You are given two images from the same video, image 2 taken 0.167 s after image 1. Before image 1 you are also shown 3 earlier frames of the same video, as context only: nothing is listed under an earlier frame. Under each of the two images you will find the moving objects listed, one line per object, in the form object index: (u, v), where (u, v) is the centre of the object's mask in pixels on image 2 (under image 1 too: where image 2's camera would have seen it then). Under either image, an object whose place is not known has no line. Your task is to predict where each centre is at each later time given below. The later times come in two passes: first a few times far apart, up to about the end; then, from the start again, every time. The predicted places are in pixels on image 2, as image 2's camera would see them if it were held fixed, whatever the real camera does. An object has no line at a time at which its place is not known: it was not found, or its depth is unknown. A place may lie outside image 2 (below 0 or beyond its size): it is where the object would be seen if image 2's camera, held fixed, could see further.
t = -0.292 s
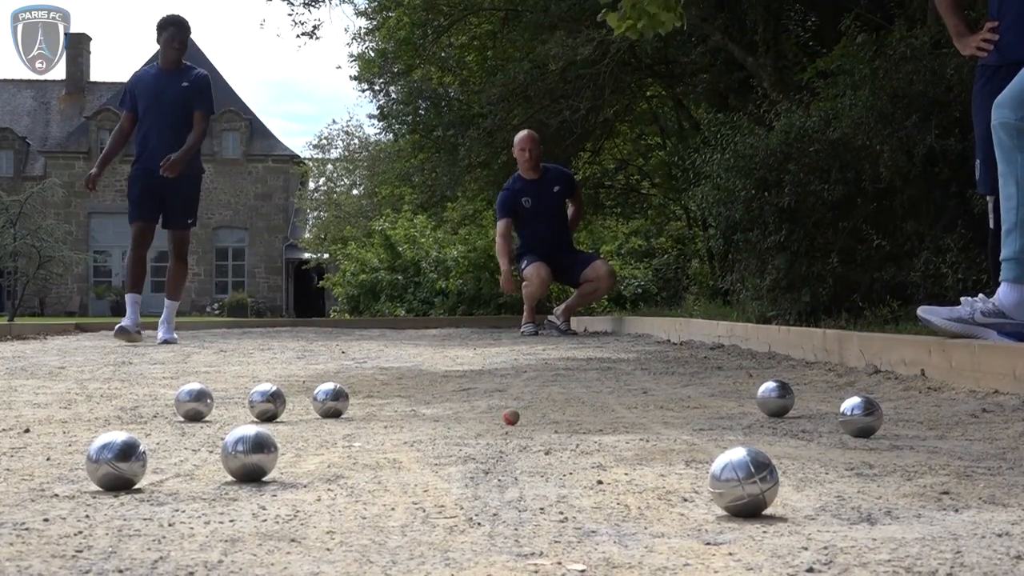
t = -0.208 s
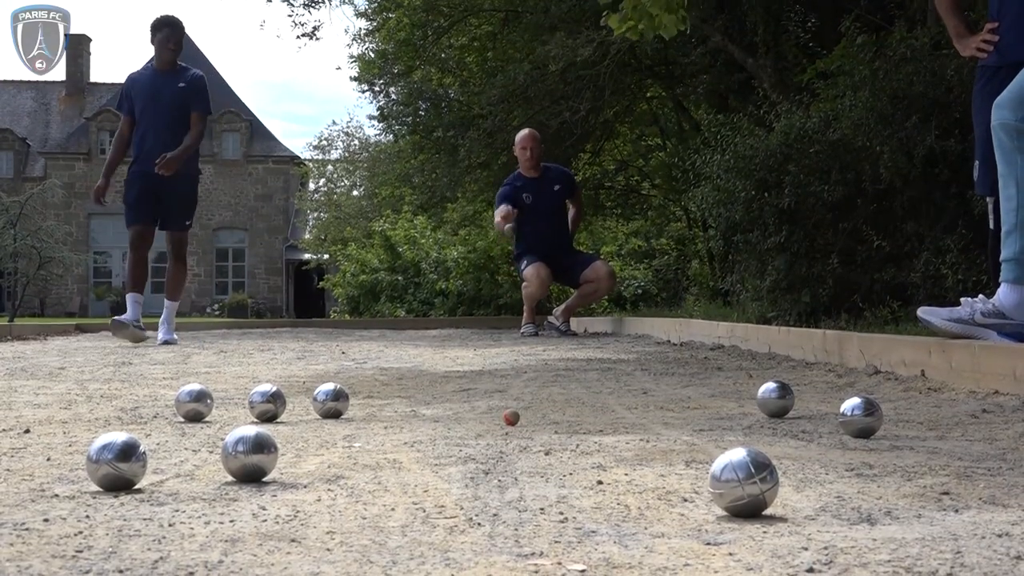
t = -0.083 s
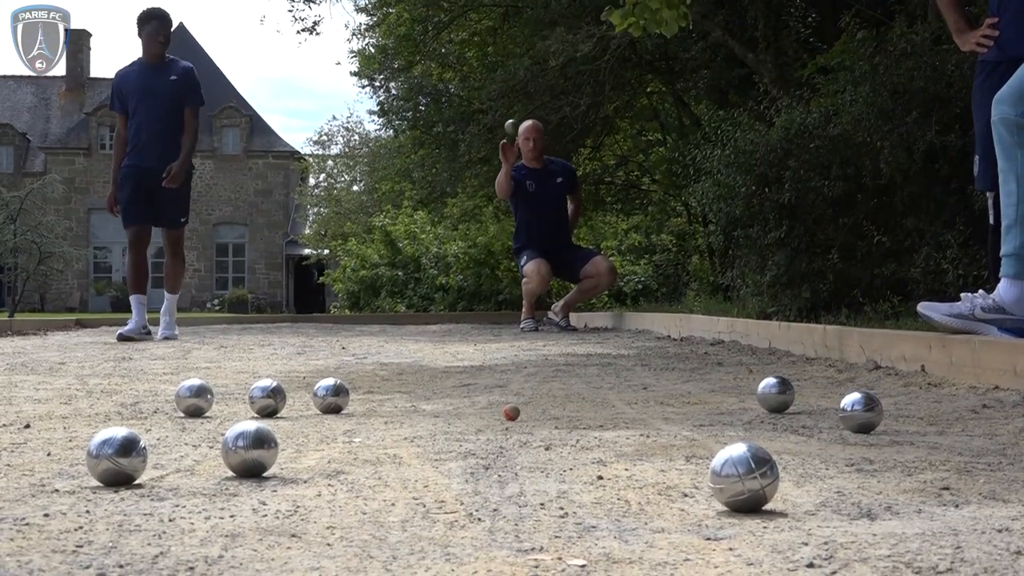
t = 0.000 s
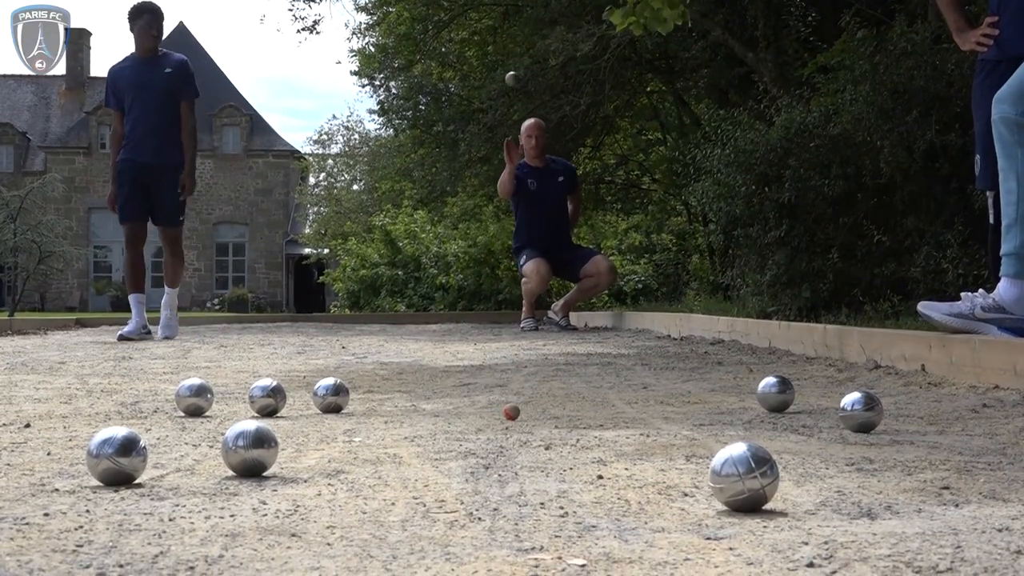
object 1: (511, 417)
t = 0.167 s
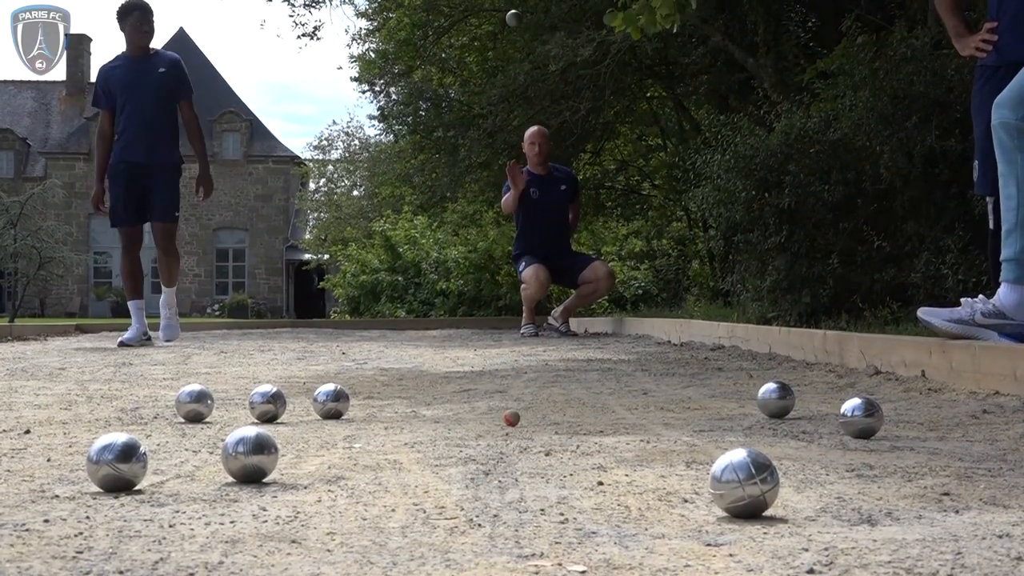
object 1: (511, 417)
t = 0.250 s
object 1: (511, 417)
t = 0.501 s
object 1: (511, 417)
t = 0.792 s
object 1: (511, 418)
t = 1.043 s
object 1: (511, 417)
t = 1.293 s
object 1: (511, 417)
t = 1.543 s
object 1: (511, 417)
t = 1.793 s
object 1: (511, 418)
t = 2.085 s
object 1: (511, 417)
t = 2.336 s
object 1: (511, 417)
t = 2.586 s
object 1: (478, 422)
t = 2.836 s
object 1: (450, 427)
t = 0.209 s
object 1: (511, 417)
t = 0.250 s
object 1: (511, 417)
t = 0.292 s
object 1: (511, 417)
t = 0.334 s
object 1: (511, 417)
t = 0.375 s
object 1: (511, 417)
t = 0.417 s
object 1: (511, 417)
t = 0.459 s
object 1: (511, 418)
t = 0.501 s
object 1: (511, 417)
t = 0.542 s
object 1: (511, 417)
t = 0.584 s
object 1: (511, 417)
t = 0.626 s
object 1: (511, 417)
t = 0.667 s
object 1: (511, 417)
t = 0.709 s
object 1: (511, 417)
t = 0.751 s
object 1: (511, 417)
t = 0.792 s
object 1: (511, 418)
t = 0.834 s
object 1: (511, 417)
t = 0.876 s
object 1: (511, 417)
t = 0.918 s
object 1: (511, 417)
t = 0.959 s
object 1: (511, 417)
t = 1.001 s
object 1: (511, 417)
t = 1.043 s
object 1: (511, 417)
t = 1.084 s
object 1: (511, 417)
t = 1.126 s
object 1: (511, 417)
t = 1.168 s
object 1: (511, 418)
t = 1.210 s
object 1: (511, 417)
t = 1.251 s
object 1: (511, 417)
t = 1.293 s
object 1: (511, 417)
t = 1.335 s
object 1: (511, 417)
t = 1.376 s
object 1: (511, 417)
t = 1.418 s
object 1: (511, 417)
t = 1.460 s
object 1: (511, 417)
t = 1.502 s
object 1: (511, 417)
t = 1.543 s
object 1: (511, 417)
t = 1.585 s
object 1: (511, 417)
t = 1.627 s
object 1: (511, 417)
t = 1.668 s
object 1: (511, 418)
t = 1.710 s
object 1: (511, 417)
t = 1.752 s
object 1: (511, 417)
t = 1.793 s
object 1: (511, 418)
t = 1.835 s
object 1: (511, 418)
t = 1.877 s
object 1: (511, 417)
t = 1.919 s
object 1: (511, 417)
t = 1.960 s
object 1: (511, 417)
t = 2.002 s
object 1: (511, 417)
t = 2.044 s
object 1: (511, 417)
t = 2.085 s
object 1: (511, 417)
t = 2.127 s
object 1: (511, 417)
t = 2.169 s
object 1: (511, 418)
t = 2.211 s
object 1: (511, 417)
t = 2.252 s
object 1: (511, 417)
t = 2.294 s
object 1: (511, 417)
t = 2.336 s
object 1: (511, 417)
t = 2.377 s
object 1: (510, 418)
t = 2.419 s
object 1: (502, 418)
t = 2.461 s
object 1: (495, 420)
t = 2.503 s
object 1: (488, 421)
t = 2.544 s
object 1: (483, 421)
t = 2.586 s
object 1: (478, 422)
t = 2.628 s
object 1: (474, 422)
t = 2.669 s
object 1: (470, 424)
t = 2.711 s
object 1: (466, 425)
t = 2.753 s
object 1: (461, 426)
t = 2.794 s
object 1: (454, 427)
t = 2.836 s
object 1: (450, 427)
